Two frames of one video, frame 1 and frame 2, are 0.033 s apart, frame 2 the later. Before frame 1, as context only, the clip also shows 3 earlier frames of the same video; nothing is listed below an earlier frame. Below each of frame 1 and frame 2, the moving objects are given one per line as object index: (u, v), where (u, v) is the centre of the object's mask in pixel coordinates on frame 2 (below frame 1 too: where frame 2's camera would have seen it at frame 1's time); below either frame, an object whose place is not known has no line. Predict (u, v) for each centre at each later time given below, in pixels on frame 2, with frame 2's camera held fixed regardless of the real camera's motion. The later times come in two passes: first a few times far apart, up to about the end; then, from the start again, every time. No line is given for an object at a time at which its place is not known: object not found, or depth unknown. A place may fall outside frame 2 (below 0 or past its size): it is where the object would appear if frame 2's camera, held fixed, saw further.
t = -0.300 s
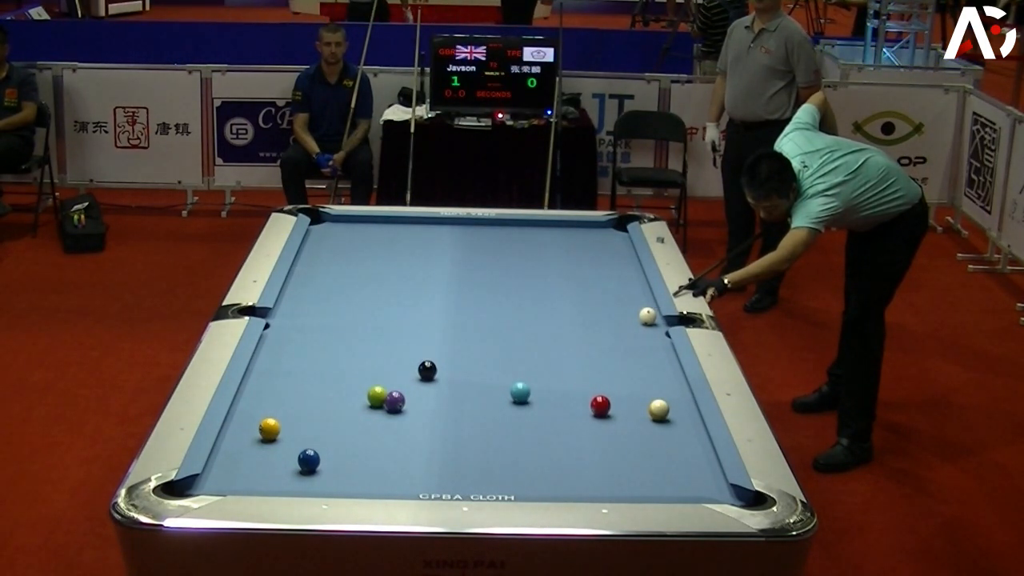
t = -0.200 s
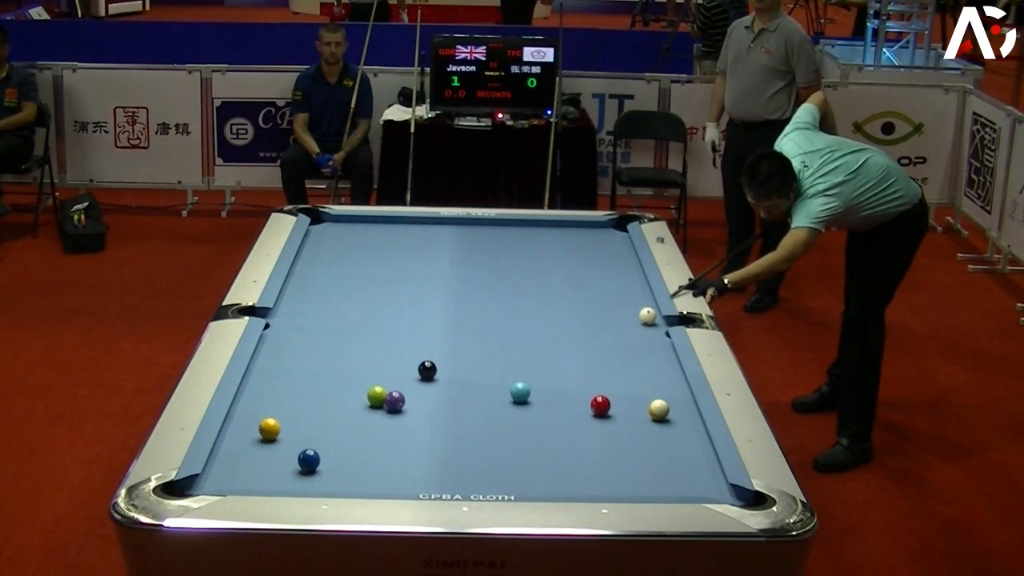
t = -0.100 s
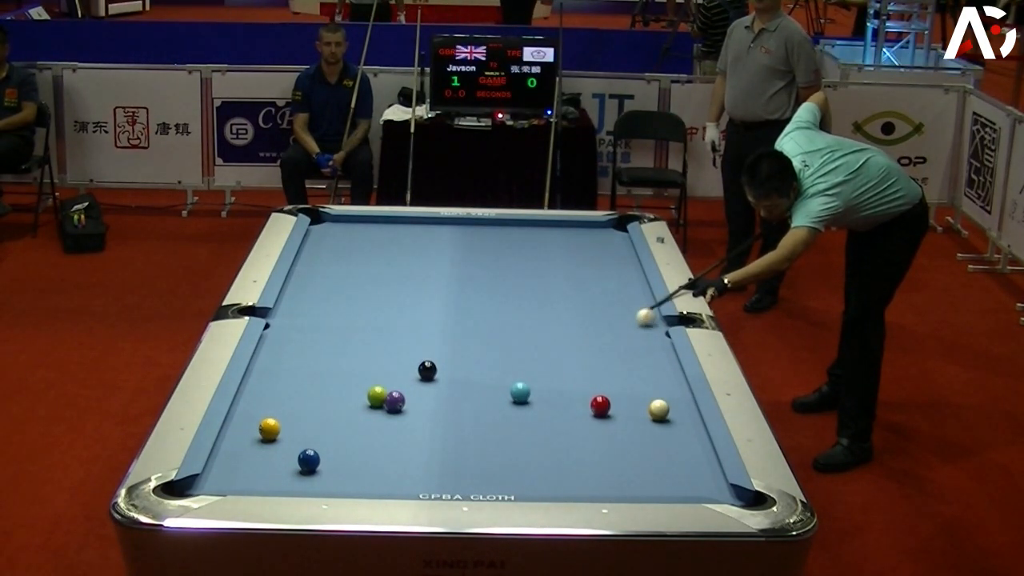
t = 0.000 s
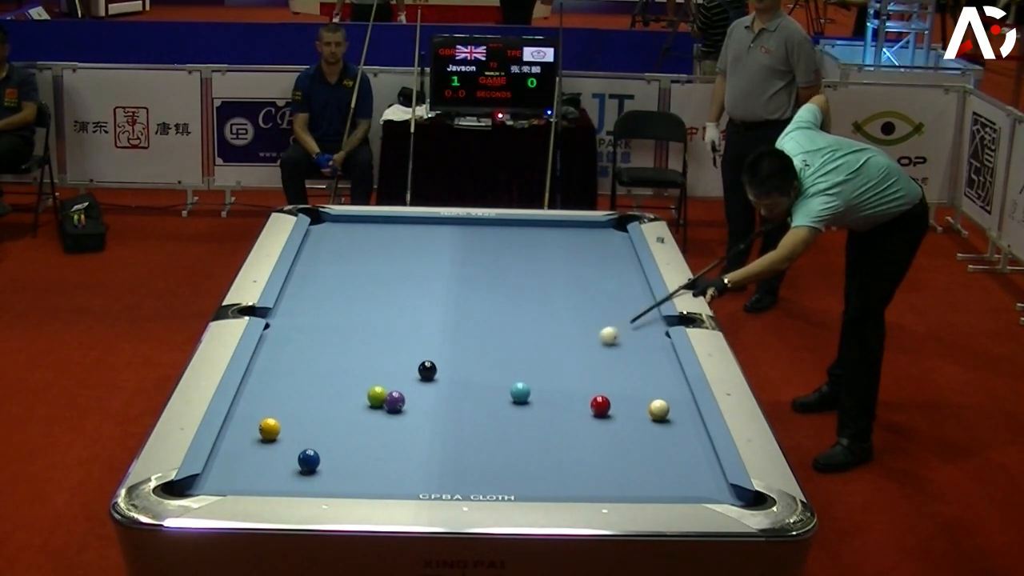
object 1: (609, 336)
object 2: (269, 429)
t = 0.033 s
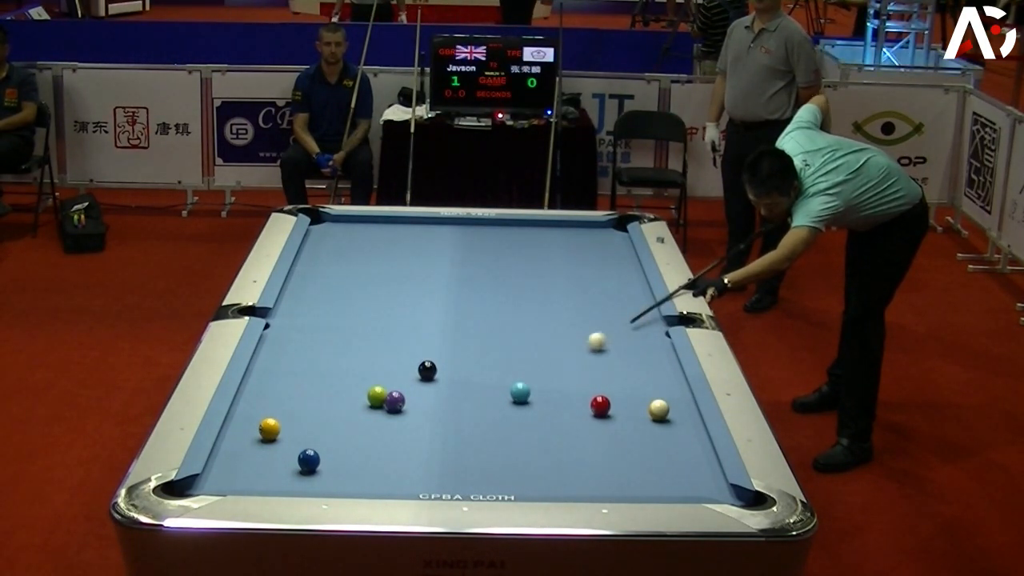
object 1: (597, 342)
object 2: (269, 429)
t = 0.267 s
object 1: (503, 385)
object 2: (269, 429)
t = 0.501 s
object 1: (393, 438)
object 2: (269, 428)
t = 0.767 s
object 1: (255, 475)
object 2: (269, 428)
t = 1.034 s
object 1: (267, 439)
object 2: (274, 421)
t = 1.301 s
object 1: (308, 435)
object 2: (294, 398)
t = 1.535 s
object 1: (342, 432)
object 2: (309, 378)
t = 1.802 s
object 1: (378, 428)
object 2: (324, 359)
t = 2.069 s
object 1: (412, 425)
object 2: (339, 342)
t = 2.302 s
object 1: (439, 421)
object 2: (349, 328)
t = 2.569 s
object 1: (467, 418)
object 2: (361, 314)
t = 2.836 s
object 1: (493, 415)
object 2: (371, 301)
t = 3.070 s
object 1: (514, 413)
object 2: (379, 291)
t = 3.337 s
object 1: (536, 410)
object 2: (387, 281)
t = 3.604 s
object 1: (556, 408)
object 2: (394, 271)
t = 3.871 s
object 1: (573, 406)
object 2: (400, 262)
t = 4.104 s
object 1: (581, 405)
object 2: (406, 255)
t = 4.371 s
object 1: (583, 405)
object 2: (412, 248)
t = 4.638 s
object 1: (584, 404)
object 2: (417, 242)
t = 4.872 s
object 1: (584, 404)
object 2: (421, 237)
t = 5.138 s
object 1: (584, 404)
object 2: (425, 232)
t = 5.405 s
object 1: (584, 404)
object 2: (429, 227)
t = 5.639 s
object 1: (584, 404)
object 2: (431, 223)
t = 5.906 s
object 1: (584, 404)
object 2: (434, 221)
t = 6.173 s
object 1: (584, 404)
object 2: (435, 222)
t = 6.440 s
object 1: (584, 404)
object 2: (436, 224)
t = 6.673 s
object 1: (584, 404)
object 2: (436, 225)
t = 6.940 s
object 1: (584, 404)
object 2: (437, 226)
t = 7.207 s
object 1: (584, 404)
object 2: (437, 226)
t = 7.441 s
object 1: (584, 404)
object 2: (437, 226)
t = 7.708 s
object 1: (584, 404)
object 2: (437, 227)
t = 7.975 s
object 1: (584, 404)
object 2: (437, 227)
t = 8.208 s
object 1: (584, 404)
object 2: (437, 227)
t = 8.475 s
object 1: (584, 404)
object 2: (437, 226)
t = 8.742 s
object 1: (584, 404)
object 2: (437, 226)
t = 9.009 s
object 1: (584, 404)
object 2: (437, 227)
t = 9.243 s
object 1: (584, 404)
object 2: (437, 227)
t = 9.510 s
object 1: (584, 404)
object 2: (437, 227)
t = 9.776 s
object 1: (584, 404)
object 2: (437, 227)
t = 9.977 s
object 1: (584, 404)
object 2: (437, 227)
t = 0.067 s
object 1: (584, 348)
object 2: (269, 429)
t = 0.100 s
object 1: (571, 353)
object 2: (269, 429)
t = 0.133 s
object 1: (559, 360)
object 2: (269, 429)
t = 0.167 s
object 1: (545, 366)
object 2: (269, 429)
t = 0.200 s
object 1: (532, 372)
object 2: (269, 429)
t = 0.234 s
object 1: (517, 376)
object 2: (269, 429)
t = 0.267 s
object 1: (503, 385)
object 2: (269, 429)
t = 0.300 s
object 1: (489, 393)
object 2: (269, 429)
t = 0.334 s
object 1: (474, 400)
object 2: (269, 429)
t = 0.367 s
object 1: (459, 407)
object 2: (269, 428)
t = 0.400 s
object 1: (443, 414)
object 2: (269, 429)
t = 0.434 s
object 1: (427, 422)
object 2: (269, 428)
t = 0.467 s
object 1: (410, 430)
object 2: (269, 429)
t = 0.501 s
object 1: (393, 438)
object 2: (269, 428)
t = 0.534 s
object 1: (375, 446)
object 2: (269, 428)
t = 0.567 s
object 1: (358, 454)
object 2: (269, 428)
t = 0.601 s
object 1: (340, 463)
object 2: (269, 428)
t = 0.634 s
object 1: (321, 471)
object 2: (269, 428)
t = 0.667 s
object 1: (302, 478)
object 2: (269, 428)
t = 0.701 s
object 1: (281, 482)
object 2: (269, 428)
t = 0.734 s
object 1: (268, 480)
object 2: (269, 428)
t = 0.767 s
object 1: (255, 475)
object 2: (269, 428)
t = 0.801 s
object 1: (243, 469)
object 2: (269, 428)
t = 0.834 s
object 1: (231, 463)
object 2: (269, 429)
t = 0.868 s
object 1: (220, 457)
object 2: (269, 428)
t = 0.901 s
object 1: (229, 452)
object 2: (269, 429)
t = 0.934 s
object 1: (241, 447)
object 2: (269, 429)
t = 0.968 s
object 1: (252, 442)
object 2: (270, 428)
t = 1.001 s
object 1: (262, 438)
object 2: (272, 425)
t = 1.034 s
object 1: (267, 439)
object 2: (274, 421)
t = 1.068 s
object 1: (273, 439)
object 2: (277, 418)
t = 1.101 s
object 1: (277, 439)
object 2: (279, 415)
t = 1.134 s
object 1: (283, 438)
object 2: (282, 412)
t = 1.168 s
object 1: (288, 438)
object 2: (285, 409)
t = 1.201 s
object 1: (293, 437)
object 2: (287, 406)
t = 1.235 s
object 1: (298, 437)
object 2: (289, 403)
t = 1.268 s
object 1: (303, 436)
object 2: (292, 401)
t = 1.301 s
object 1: (308, 435)
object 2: (294, 398)
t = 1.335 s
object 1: (313, 435)
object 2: (296, 395)
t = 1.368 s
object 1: (318, 434)
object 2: (298, 392)
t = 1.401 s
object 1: (323, 434)
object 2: (301, 389)
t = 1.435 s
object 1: (328, 433)
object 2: (303, 386)
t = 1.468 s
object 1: (332, 433)
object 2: (305, 383)
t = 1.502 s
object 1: (337, 433)
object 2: (307, 381)
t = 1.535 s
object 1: (342, 432)
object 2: (309, 378)
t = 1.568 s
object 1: (347, 432)
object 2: (311, 376)
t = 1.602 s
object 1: (351, 431)
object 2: (313, 373)
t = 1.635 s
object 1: (356, 431)
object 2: (315, 371)
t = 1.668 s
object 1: (361, 430)
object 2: (317, 368)
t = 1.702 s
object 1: (365, 430)
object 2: (319, 366)
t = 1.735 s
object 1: (369, 429)
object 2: (321, 364)
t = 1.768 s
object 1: (374, 429)
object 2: (323, 361)
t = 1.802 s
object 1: (378, 428)
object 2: (324, 359)
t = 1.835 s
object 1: (382, 428)
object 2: (326, 357)
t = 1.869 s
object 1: (386, 427)
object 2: (328, 355)
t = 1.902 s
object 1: (391, 427)
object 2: (330, 352)
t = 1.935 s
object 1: (395, 426)
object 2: (332, 350)
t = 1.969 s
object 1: (399, 425)
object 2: (334, 348)
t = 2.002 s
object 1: (404, 425)
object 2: (335, 346)
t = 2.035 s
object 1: (407, 425)
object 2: (337, 344)
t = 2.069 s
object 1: (412, 425)
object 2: (339, 342)
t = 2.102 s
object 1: (416, 424)
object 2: (340, 340)
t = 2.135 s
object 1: (419, 423)
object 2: (342, 338)
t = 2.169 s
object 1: (423, 423)
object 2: (343, 336)
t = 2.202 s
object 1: (427, 422)
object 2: (345, 334)
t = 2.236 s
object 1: (431, 422)
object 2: (346, 332)
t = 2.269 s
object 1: (435, 422)
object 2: (348, 330)
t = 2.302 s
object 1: (439, 421)
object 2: (349, 328)
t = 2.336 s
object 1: (442, 421)
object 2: (351, 326)
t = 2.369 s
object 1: (446, 420)
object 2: (352, 324)
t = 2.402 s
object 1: (449, 420)
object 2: (354, 322)
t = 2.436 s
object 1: (453, 420)
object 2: (355, 321)
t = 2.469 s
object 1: (457, 419)
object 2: (356, 319)
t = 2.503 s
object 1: (460, 419)
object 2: (358, 317)
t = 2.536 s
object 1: (464, 418)
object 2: (359, 316)
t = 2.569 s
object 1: (467, 418)
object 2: (361, 314)
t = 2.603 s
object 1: (470, 418)
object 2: (362, 312)
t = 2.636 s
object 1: (474, 418)
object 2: (363, 310)
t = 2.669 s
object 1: (477, 417)
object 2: (365, 309)
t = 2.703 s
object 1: (480, 417)
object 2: (366, 307)
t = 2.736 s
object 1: (484, 417)
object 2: (367, 305)
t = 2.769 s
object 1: (487, 416)
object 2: (368, 304)
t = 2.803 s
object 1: (490, 416)
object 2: (370, 302)
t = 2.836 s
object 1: (493, 415)
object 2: (371, 301)
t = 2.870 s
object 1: (497, 415)
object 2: (372, 299)
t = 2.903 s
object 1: (499, 415)
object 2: (373, 298)
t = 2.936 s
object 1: (503, 414)
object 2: (374, 296)
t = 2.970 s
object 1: (506, 414)
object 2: (375, 295)
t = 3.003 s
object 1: (508, 413)
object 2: (376, 294)
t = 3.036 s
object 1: (512, 413)
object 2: (377, 292)
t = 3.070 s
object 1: (514, 413)
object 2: (379, 291)
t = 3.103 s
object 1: (517, 412)
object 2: (380, 289)
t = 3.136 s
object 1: (520, 412)
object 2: (380, 288)
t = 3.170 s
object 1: (523, 412)
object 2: (382, 287)
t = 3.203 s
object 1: (526, 412)
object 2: (382, 286)
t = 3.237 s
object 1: (528, 411)
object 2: (384, 284)
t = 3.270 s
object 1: (531, 411)
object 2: (385, 283)
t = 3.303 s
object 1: (534, 411)
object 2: (386, 282)
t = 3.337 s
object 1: (536, 410)
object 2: (387, 281)
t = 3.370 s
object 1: (539, 410)
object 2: (388, 279)
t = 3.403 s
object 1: (541, 409)
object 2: (389, 278)
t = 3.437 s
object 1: (544, 409)
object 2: (390, 277)
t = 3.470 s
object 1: (546, 409)
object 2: (390, 276)
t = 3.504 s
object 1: (549, 409)
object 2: (391, 274)
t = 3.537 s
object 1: (551, 409)
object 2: (392, 273)
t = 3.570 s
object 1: (554, 408)
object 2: (393, 272)
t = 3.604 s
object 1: (556, 408)
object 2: (394, 271)
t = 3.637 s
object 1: (558, 408)
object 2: (395, 270)
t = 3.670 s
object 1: (561, 408)
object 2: (396, 268)
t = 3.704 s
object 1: (563, 407)
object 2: (397, 268)
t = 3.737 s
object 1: (565, 407)
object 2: (397, 267)
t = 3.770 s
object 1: (567, 407)
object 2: (398, 265)
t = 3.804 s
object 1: (569, 407)
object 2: (399, 264)
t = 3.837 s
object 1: (571, 407)
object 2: (400, 263)
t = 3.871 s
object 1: (573, 406)
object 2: (400, 262)
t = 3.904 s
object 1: (576, 406)
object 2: (402, 261)
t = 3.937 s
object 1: (578, 406)
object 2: (402, 260)
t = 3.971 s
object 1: (579, 406)
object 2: (403, 259)
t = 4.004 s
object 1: (580, 406)
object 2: (403, 258)
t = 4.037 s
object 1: (580, 406)
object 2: (404, 257)
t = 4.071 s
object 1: (580, 405)
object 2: (405, 256)
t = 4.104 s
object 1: (581, 405)
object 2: (406, 255)
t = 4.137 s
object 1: (581, 405)
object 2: (407, 255)
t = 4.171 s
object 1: (582, 405)
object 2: (408, 253)
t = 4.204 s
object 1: (582, 405)
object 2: (409, 253)
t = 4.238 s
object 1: (583, 405)
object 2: (409, 252)
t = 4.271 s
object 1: (583, 405)
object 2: (410, 251)
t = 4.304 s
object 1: (583, 404)
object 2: (411, 250)
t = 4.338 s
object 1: (583, 405)
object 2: (411, 249)
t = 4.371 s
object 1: (583, 405)
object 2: (412, 248)
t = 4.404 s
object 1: (584, 404)
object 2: (412, 248)
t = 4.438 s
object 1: (584, 404)
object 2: (413, 247)
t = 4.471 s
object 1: (584, 404)
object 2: (414, 246)
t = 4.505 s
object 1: (584, 404)
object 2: (414, 245)
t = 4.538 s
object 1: (584, 404)
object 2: (415, 245)
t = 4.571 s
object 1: (584, 404)
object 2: (416, 243)
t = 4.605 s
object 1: (584, 404)
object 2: (417, 243)
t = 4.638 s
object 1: (584, 404)
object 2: (417, 242)
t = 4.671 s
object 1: (584, 404)
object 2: (418, 241)
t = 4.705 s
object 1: (584, 404)
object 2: (419, 240)
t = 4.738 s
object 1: (584, 404)
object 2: (419, 240)
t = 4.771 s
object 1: (584, 404)
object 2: (420, 239)
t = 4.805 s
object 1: (584, 404)
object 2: (420, 238)
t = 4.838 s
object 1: (584, 404)
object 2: (421, 238)
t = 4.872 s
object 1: (584, 404)
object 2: (421, 237)
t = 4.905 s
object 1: (584, 404)
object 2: (421, 236)
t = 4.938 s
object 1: (584, 404)
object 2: (422, 236)
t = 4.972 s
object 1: (584, 404)
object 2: (422, 235)
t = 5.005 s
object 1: (584, 404)
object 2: (423, 235)
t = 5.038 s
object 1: (584, 404)
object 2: (423, 234)
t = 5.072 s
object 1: (584, 405)
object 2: (424, 233)
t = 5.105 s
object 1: (584, 405)
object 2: (424, 233)
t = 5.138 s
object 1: (584, 404)
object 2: (425, 232)
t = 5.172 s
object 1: (584, 404)
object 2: (426, 231)
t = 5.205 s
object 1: (584, 404)
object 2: (426, 230)
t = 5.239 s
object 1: (584, 404)
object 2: (427, 230)
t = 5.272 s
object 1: (584, 404)
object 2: (427, 229)
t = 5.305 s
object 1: (584, 404)
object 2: (428, 229)
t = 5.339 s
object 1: (584, 404)
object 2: (428, 228)
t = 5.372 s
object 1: (584, 404)
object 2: (428, 227)
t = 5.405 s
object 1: (584, 404)
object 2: (429, 227)
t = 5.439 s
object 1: (585, 404)
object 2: (429, 226)
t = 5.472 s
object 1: (584, 404)
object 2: (430, 226)
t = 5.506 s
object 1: (584, 404)
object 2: (430, 225)
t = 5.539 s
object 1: (584, 404)
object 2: (430, 225)
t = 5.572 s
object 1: (584, 404)
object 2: (431, 224)
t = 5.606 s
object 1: (584, 404)
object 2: (431, 224)
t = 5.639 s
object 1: (584, 404)
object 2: (431, 223)
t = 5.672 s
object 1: (584, 404)
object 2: (432, 223)
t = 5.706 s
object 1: (584, 404)
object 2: (432, 222)
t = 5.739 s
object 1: (584, 404)
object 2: (433, 222)
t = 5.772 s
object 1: (584, 404)
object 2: (433, 221)
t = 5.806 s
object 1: (584, 404)
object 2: (433, 221)
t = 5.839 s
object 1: (584, 404)
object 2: (434, 221)
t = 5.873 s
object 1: (584, 404)
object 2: (434, 221)
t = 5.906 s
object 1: (584, 404)
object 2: (434, 221)
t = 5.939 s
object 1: (584, 404)
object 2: (434, 221)
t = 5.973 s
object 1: (584, 404)
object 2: (434, 222)
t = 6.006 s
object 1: (584, 404)
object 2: (434, 222)
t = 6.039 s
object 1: (584, 404)
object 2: (435, 222)
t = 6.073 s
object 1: (584, 404)
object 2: (434, 222)
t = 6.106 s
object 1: (584, 404)
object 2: (435, 222)
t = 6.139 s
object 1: (584, 404)
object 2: (435, 222)
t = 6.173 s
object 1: (584, 404)
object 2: (435, 222)
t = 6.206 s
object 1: (584, 404)
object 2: (435, 223)
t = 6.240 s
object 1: (584, 404)
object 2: (435, 223)
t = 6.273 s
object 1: (584, 404)
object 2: (435, 223)
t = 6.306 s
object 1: (584, 404)
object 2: (435, 224)
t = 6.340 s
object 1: (584, 404)
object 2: (435, 224)
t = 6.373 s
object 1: (584, 404)
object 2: (435, 224)
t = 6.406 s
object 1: (584, 404)
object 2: (436, 224)
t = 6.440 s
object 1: (584, 404)
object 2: (436, 224)
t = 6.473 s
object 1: (584, 404)
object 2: (436, 224)
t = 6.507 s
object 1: (584, 404)
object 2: (436, 225)
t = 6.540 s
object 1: (584, 404)
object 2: (436, 225)
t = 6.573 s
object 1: (584, 404)
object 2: (436, 225)
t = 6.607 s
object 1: (584, 404)
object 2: (436, 225)
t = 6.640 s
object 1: (584, 404)
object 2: (436, 225)
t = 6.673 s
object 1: (584, 404)
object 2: (436, 225)
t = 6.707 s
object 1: (584, 404)
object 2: (436, 225)
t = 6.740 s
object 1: (584, 404)
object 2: (436, 226)
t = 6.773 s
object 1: (584, 404)
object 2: (436, 226)
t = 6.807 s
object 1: (584, 404)
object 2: (436, 226)
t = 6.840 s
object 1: (584, 404)
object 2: (436, 226)
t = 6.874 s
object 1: (584, 404)
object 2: (437, 226)
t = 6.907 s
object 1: (584, 404)
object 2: (437, 226)
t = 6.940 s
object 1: (584, 404)
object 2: (437, 226)
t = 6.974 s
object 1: (584, 404)
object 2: (437, 226)
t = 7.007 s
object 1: (584, 404)
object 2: (437, 226)
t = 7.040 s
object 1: (584, 404)
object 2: (437, 226)
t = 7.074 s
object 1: (584, 404)
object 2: (437, 226)
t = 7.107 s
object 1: (584, 404)
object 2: (437, 226)
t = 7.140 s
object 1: (584, 404)
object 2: (437, 226)
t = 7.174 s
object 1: (584, 404)
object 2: (437, 226)
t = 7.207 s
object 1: (584, 404)
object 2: (437, 226)
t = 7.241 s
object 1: (584, 404)
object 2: (437, 226)
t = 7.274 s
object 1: (584, 404)
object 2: (437, 226)
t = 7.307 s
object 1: (584, 404)
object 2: (437, 226)
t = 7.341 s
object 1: (584, 404)
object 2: (437, 226)
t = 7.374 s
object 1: (584, 404)
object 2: (437, 226)
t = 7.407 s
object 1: (584, 404)
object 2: (437, 226)
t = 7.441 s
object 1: (584, 404)
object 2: (437, 226)
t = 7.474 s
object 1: (584, 404)
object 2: (437, 226)
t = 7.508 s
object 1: (584, 404)
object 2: (437, 226)
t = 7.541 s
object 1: (584, 404)
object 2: (437, 226)
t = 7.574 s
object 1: (584, 404)
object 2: (437, 227)
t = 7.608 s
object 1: (584, 404)
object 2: (437, 227)
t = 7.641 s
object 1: (584, 404)
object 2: (437, 227)
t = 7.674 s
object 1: (584, 404)
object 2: (437, 227)
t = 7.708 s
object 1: (584, 404)
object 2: (437, 227)
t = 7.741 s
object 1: (584, 404)
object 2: (437, 227)
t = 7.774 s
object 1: (584, 404)
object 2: (437, 227)
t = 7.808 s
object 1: (584, 404)
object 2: (437, 227)
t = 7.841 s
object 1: (584, 404)
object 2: (437, 227)
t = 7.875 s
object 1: (584, 404)
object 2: (437, 227)
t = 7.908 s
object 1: (584, 404)
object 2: (437, 227)
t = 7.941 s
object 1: (584, 404)
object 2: (437, 227)
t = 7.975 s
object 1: (584, 404)
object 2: (437, 227)
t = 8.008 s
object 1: (584, 404)
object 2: (437, 227)
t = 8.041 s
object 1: (584, 404)
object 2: (437, 227)
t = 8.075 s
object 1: (584, 404)
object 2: (437, 227)
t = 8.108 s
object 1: (584, 404)
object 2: (437, 227)
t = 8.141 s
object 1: (584, 404)
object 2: (437, 227)
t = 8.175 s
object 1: (584, 404)
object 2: (437, 227)
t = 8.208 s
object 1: (584, 404)
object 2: (437, 227)
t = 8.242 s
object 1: (584, 404)
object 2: (437, 227)
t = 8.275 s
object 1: (584, 404)
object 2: (437, 227)
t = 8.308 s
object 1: (584, 404)
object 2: (437, 227)
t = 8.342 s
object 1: (584, 404)
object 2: (437, 227)
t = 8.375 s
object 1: (584, 404)
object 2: (437, 227)
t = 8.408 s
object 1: (584, 404)
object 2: (437, 226)
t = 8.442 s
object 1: (584, 404)
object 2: (437, 226)
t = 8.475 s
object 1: (584, 404)
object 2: (437, 226)
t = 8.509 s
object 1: (584, 404)
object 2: (437, 226)
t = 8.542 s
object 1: (584, 404)
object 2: (437, 226)
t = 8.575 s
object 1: (584, 404)
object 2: (437, 226)
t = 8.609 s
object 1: (584, 404)
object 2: (437, 226)
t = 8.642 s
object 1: (584, 404)
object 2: (437, 226)
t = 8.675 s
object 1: (584, 404)
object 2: (437, 226)
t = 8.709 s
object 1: (584, 404)
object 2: (437, 226)
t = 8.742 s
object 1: (584, 404)
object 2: (437, 226)
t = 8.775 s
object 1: (584, 404)
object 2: (437, 226)
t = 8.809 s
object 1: (584, 404)
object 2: (437, 226)
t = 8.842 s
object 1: (584, 404)
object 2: (437, 227)
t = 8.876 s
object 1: (584, 404)
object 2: (437, 227)
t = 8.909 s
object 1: (584, 404)
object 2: (437, 227)
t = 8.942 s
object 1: (584, 404)
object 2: (437, 227)
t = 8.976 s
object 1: (584, 404)
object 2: (437, 227)
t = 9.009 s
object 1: (584, 404)
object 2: (437, 227)
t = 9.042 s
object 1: (584, 404)
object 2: (437, 227)
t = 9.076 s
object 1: (584, 404)
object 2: (437, 227)
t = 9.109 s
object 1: (584, 404)
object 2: (437, 226)
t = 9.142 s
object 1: (584, 404)
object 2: (437, 227)
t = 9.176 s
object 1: (584, 404)
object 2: (437, 227)
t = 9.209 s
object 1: (584, 404)
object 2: (437, 226)
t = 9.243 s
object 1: (584, 404)
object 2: (437, 227)
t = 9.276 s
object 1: (584, 404)
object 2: (437, 227)
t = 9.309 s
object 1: (584, 404)
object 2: (437, 227)
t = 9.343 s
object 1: (584, 404)
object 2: (437, 227)
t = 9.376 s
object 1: (584, 404)
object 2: (437, 227)
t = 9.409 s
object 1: (584, 404)
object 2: (437, 227)
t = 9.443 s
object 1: (584, 404)
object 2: (437, 227)
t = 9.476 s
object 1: (584, 404)
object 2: (437, 227)
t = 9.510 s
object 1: (584, 404)
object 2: (437, 227)
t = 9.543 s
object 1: (584, 404)
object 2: (437, 227)
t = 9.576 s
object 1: (584, 404)
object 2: (437, 227)
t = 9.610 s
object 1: (584, 404)
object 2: (437, 226)
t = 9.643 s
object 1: (584, 404)
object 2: (437, 226)
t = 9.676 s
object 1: (584, 404)
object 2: (437, 227)
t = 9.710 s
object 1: (584, 404)
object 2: (437, 226)
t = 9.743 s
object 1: (584, 404)
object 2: (437, 227)
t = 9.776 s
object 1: (584, 404)
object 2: (437, 227)
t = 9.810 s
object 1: (584, 404)
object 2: (437, 227)
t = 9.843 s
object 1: (584, 404)
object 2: (437, 227)
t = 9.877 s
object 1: (584, 404)
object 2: (437, 227)
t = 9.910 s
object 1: (584, 404)
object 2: (437, 227)
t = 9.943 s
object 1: (584, 404)
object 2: (437, 227)
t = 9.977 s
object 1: (584, 404)
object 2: (437, 227)
